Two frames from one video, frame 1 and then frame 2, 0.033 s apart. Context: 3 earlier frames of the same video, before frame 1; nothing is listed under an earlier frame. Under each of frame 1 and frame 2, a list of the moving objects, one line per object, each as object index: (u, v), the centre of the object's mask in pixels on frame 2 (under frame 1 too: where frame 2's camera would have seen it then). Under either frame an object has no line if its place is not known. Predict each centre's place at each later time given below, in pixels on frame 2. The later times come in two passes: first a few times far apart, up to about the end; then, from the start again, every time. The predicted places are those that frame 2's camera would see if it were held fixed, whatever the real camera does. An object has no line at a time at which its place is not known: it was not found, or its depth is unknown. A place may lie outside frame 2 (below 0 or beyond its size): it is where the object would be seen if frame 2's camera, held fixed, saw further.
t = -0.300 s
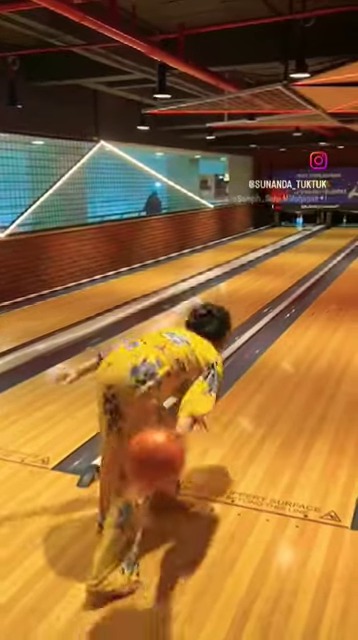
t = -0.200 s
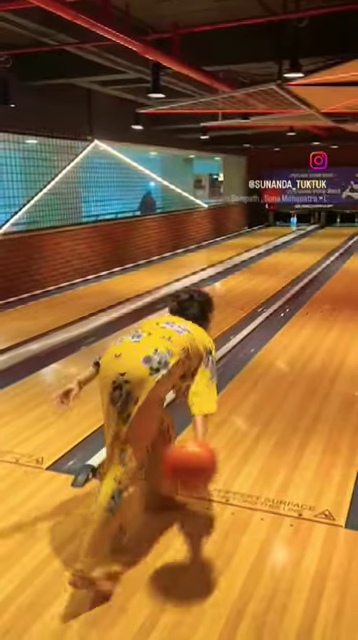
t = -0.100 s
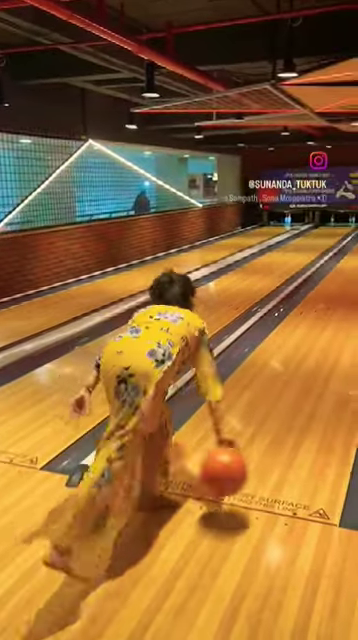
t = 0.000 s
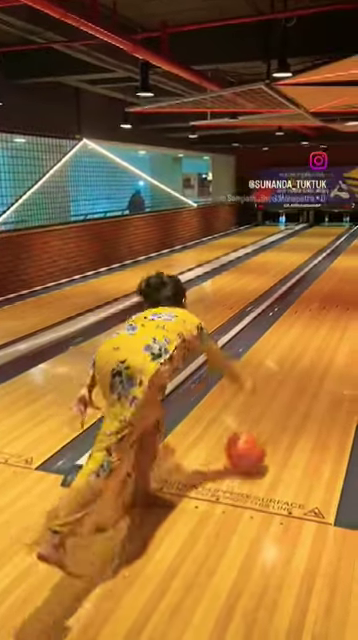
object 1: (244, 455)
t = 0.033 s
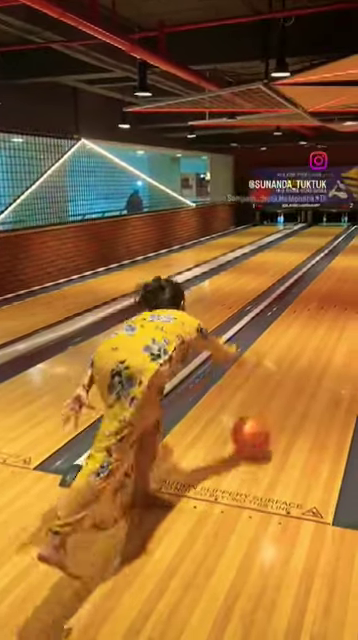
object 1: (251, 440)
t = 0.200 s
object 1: (277, 394)
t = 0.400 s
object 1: (298, 357)
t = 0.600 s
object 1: (313, 331)
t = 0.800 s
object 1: (324, 311)
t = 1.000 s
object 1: (333, 297)
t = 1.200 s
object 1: (340, 284)
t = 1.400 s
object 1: (346, 276)
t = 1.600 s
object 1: (350, 268)
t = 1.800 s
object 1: (354, 262)
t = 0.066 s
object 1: (258, 427)
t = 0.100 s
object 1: (263, 417)
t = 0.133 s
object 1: (268, 409)
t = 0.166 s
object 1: (272, 402)
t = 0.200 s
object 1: (277, 394)
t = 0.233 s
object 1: (281, 386)
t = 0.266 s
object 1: (284, 379)
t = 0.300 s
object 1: (288, 373)
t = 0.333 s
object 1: (292, 367)
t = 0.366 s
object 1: (295, 362)
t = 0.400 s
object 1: (298, 357)
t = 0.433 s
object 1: (301, 353)
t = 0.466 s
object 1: (304, 348)
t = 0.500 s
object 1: (306, 343)
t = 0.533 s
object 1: (308, 338)
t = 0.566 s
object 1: (311, 334)
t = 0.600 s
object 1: (313, 331)
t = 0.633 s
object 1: (315, 327)
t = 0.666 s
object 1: (317, 323)
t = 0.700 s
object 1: (318, 319)
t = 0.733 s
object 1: (321, 316)
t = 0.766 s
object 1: (322, 313)
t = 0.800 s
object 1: (324, 311)
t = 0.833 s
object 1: (326, 308)
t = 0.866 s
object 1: (327, 306)
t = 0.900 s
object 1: (327, 304)
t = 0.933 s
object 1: (327, 301)
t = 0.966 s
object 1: (328, 299)
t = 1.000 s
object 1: (333, 297)
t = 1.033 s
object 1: (338, 287)
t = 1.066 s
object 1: (337, 288)
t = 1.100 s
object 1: (337, 289)
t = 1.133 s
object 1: (337, 288)
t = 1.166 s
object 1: (338, 286)
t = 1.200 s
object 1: (340, 284)
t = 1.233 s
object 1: (340, 283)
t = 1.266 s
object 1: (341, 282)
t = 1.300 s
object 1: (342, 281)
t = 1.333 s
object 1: (343, 279)
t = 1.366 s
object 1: (343, 279)
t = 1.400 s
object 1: (346, 276)
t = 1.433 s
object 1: (346, 275)
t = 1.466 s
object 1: (347, 274)
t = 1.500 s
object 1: (348, 272)
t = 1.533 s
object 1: (348, 270)
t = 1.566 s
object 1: (349, 270)
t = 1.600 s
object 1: (350, 268)
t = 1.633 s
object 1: (351, 267)
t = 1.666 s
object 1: (352, 265)
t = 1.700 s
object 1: (352, 265)
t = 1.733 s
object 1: (353, 264)
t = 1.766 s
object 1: (354, 263)
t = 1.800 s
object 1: (354, 262)
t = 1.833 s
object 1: (355, 261)
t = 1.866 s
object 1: (355, 261)
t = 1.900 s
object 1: (356, 260)
